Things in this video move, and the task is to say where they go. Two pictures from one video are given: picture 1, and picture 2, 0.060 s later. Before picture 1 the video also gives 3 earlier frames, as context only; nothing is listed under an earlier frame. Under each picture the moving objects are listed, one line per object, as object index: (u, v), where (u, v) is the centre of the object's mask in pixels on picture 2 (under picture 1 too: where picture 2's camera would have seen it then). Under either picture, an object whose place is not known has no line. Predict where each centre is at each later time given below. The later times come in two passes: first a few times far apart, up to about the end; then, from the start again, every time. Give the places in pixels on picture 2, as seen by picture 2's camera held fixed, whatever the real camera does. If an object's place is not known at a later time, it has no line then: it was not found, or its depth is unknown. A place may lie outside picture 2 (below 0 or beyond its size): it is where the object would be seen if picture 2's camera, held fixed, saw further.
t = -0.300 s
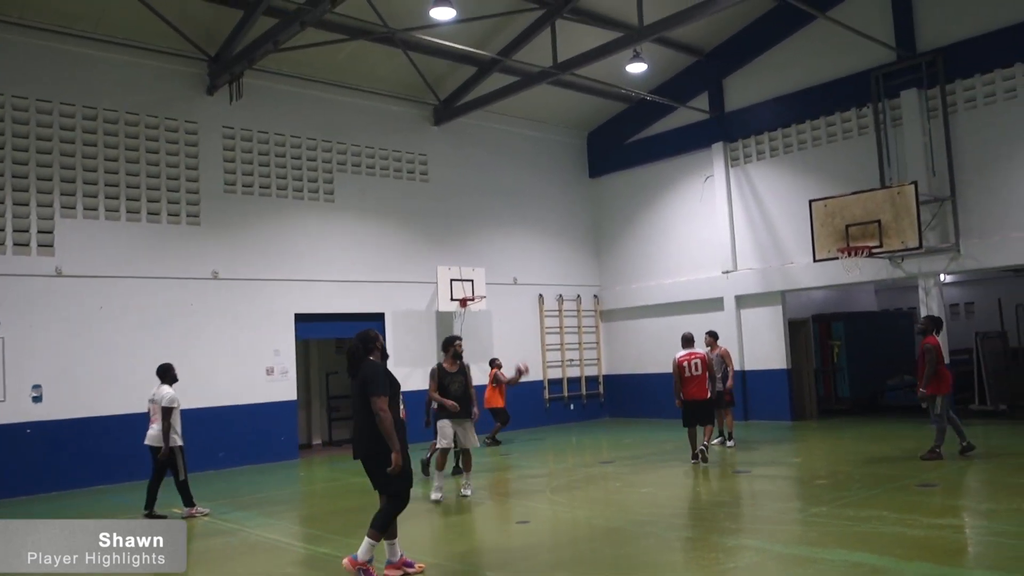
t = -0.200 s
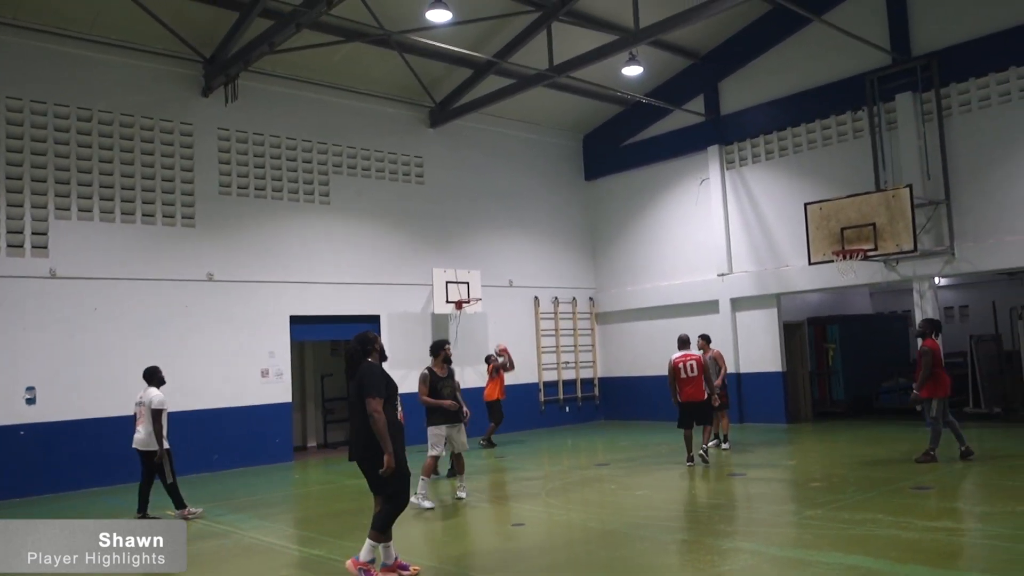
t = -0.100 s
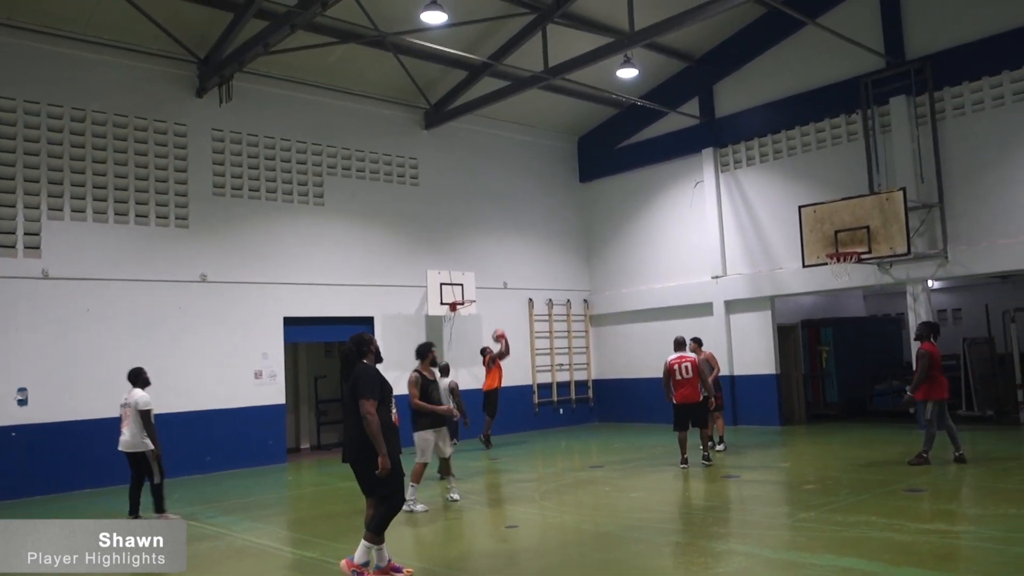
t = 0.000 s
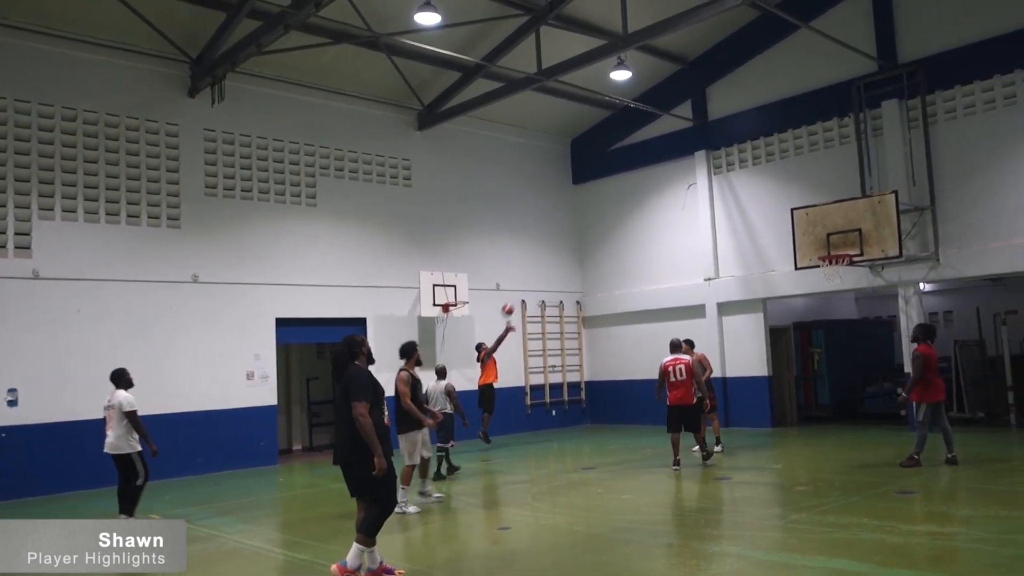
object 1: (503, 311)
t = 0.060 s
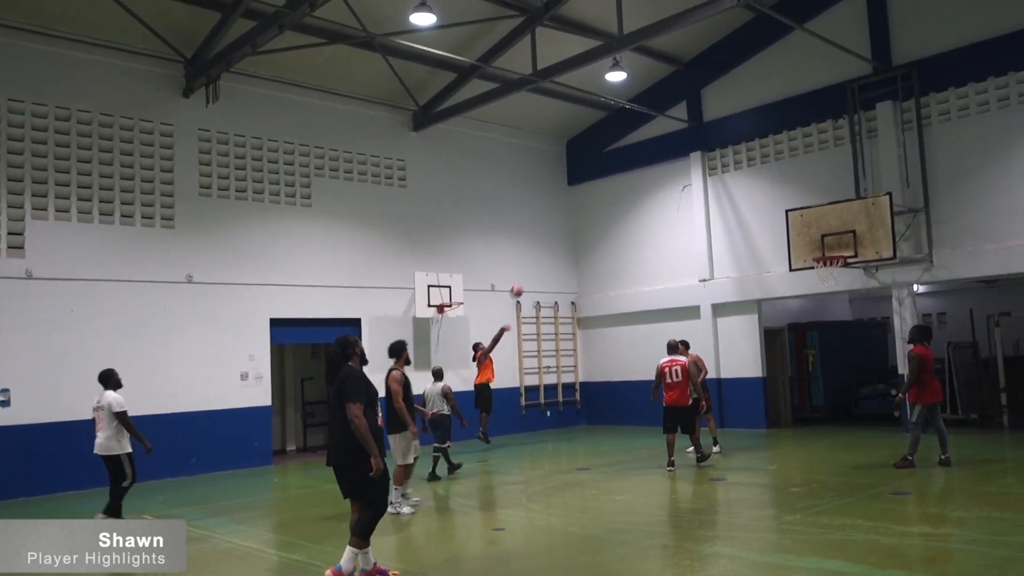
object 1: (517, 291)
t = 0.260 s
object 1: (565, 238)
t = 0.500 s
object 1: (627, 200)
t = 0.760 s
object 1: (702, 193)
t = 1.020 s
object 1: (783, 225)
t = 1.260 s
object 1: (852, 276)
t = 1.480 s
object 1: (881, 321)
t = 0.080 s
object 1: (521, 286)
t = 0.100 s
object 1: (526, 280)
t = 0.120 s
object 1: (531, 274)
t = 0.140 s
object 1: (536, 268)
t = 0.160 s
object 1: (541, 262)
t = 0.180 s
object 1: (546, 257)
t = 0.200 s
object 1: (551, 252)
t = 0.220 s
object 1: (555, 247)
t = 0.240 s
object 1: (560, 242)
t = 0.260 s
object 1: (565, 238)
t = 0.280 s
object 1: (570, 234)
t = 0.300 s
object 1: (575, 230)
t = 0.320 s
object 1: (580, 226)
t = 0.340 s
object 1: (585, 222)
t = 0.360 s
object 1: (590, 219)
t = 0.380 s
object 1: (596, 216)
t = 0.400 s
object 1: (601, 213)
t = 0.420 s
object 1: (606, 210)
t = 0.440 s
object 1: (612, 207)
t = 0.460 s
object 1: (617, 205)
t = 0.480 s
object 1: (622, 202)
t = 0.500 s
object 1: (627, 200)
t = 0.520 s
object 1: (633, 199)
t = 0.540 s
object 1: (638, 197)
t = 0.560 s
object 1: (644, 196)
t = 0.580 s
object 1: (649, 194)
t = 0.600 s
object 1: (655, 193)
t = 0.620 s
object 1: (661, 193)
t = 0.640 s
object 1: (667, 192)
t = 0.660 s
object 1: (672, 192)
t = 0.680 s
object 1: (678, 191)
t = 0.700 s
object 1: (684, 191)
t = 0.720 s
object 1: (690, 192)
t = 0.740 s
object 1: (695, 192)
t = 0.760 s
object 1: (702, 193)
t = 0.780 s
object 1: (708, 194)
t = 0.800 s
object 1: (714, 195)
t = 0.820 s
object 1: (720, 197)
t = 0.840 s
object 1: (726, 198)
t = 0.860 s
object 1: (732, 200)
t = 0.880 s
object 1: (738, 202)
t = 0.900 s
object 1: (745, 205)
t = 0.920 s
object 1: (751, 207)
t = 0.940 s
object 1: (757, 210)
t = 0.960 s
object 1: (764, 213)
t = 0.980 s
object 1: (771, 217)
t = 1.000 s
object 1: (777, 220)
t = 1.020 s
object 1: (783, 225)
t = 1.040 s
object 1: (791, 228)
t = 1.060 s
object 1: (797, 234)
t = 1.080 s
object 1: (803, 239)
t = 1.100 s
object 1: (810, 243)
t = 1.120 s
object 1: (817, 248)
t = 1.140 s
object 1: (824, 253)
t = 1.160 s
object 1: (830, 254)
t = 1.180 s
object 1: (840, 265)
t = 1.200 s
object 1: (844, 268)
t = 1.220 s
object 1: (847, 272)
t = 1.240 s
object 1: (850, 273)
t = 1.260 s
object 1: (852, 276)
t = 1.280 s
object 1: (855, 279)
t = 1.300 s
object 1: (857, 281)
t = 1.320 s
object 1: (860, 286)
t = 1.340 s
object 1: (863, 289)
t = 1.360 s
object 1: (866, 294)
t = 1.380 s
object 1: (869, 296)
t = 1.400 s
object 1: (871, 300)
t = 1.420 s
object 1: (874, 305)
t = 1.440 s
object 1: (877, 311)
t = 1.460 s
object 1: (880, 316)
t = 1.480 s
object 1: (881, 321)
